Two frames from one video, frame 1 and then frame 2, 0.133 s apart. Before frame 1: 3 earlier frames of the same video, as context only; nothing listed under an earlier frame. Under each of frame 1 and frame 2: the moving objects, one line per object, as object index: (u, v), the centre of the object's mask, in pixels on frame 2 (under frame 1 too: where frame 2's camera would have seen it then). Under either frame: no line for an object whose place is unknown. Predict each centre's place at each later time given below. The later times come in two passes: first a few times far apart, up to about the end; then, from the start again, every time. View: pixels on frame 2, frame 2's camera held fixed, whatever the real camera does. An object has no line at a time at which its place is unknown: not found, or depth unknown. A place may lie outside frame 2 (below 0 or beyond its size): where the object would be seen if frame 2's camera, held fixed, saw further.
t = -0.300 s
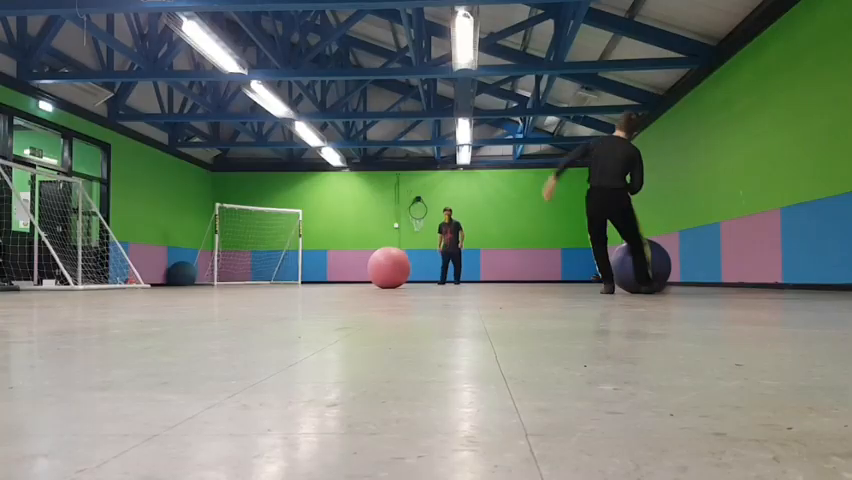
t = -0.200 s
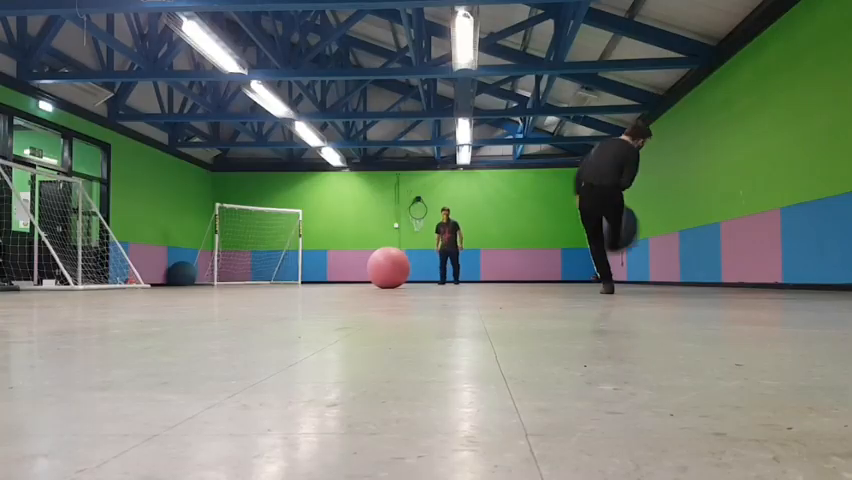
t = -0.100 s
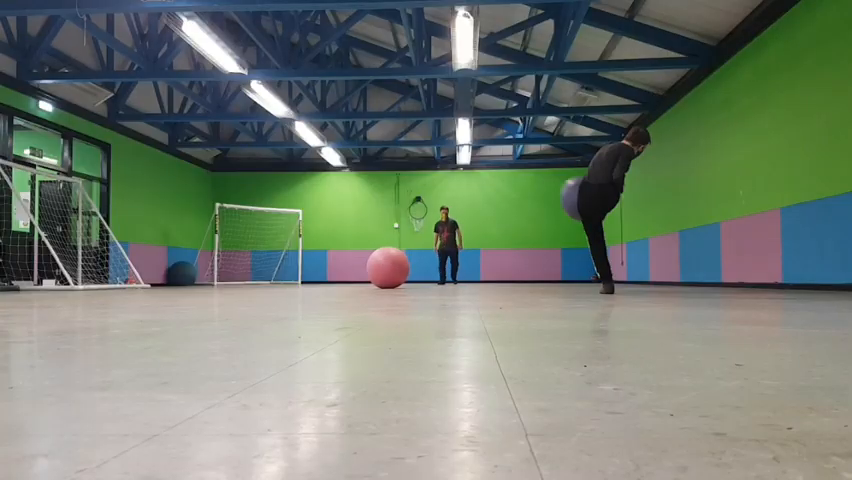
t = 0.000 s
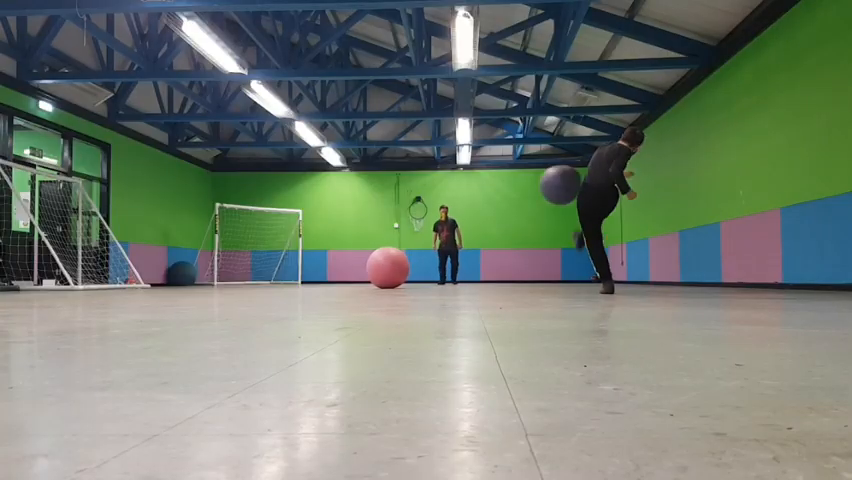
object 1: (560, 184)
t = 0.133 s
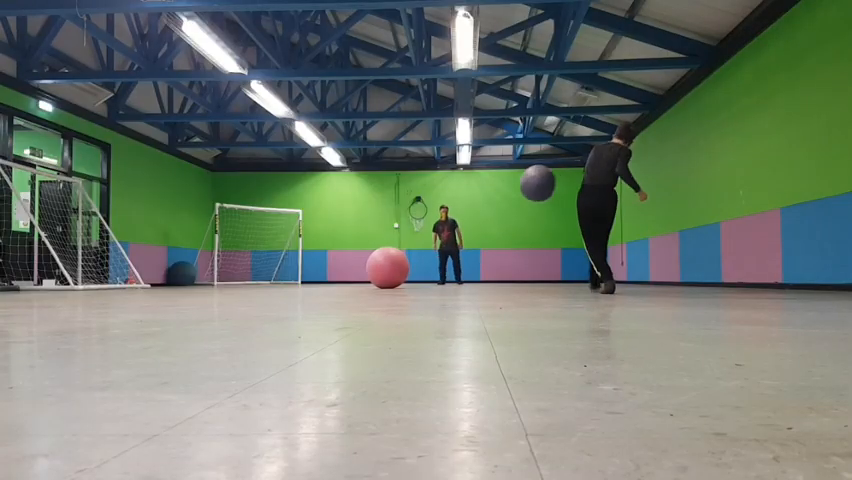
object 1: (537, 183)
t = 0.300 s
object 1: (518, 199)
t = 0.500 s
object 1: (501, 236)
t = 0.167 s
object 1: (533, 185)
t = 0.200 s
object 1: (529, 188)
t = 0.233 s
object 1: (525, 191)
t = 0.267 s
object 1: (521, 195)
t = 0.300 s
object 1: (518, 199)
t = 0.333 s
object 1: (515, 204)
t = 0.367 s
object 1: (512, 210)
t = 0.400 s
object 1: (509, 216)
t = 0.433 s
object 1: (506, 222)
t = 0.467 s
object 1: (504, 229)
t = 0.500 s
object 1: (501, 236)
